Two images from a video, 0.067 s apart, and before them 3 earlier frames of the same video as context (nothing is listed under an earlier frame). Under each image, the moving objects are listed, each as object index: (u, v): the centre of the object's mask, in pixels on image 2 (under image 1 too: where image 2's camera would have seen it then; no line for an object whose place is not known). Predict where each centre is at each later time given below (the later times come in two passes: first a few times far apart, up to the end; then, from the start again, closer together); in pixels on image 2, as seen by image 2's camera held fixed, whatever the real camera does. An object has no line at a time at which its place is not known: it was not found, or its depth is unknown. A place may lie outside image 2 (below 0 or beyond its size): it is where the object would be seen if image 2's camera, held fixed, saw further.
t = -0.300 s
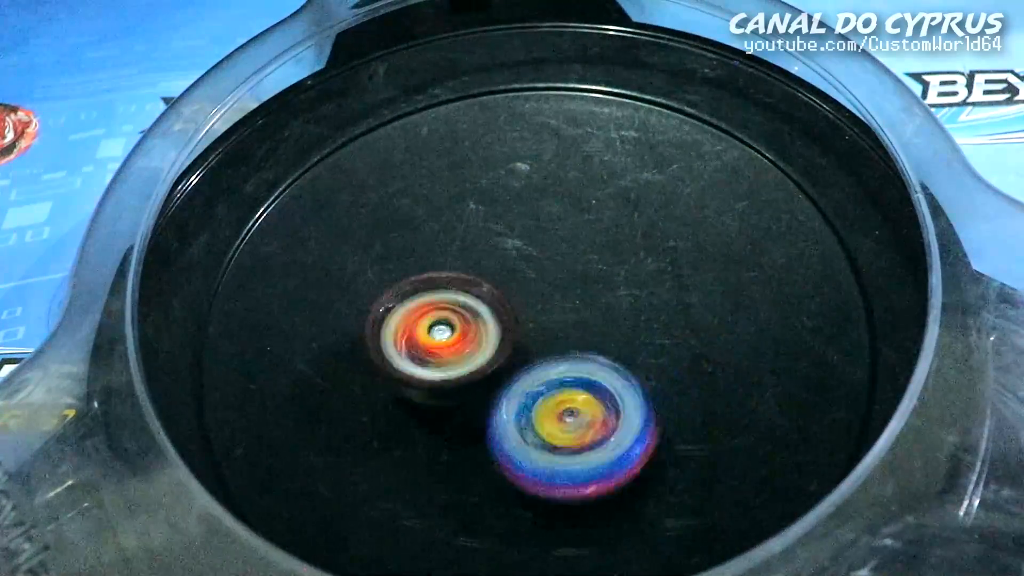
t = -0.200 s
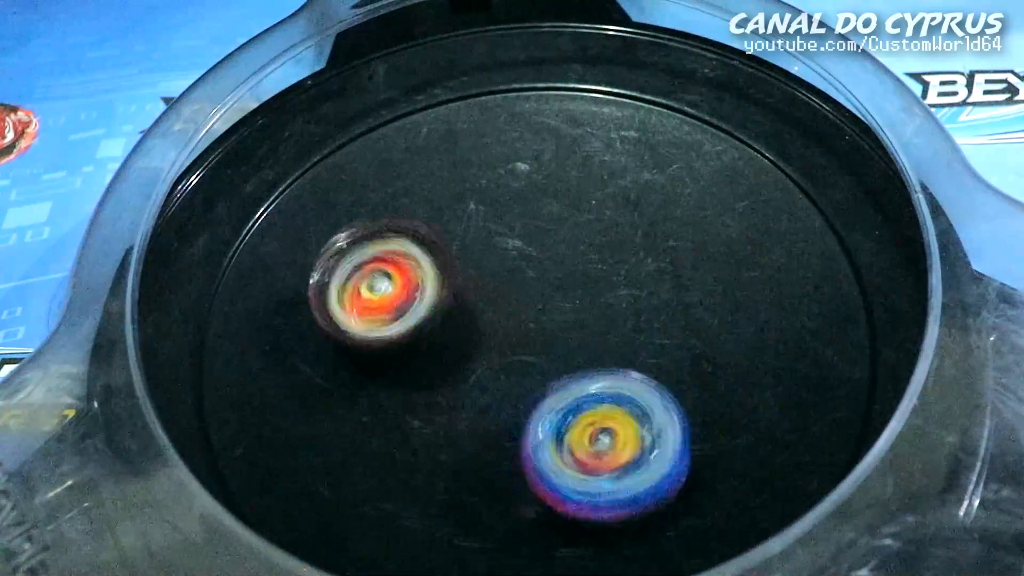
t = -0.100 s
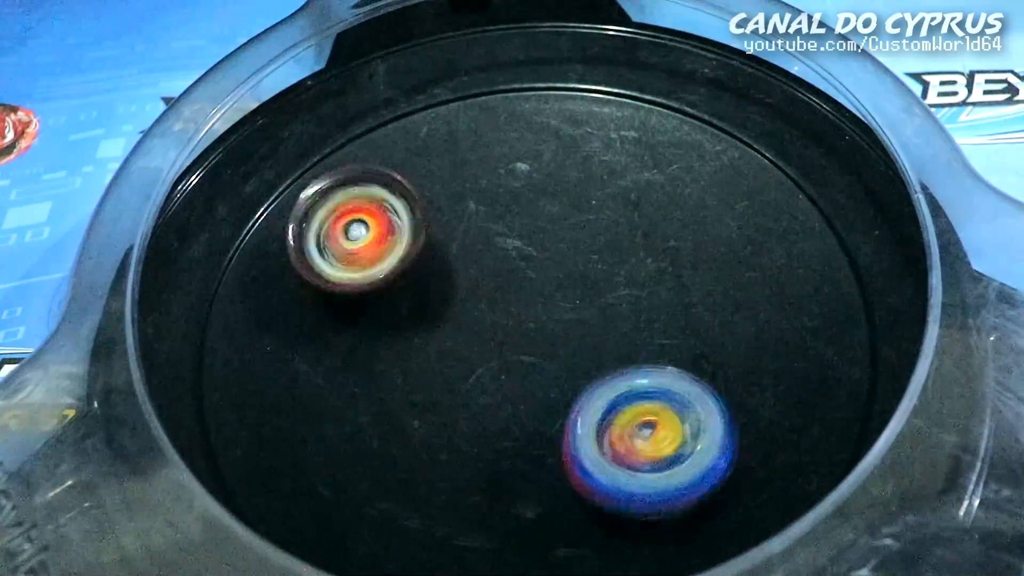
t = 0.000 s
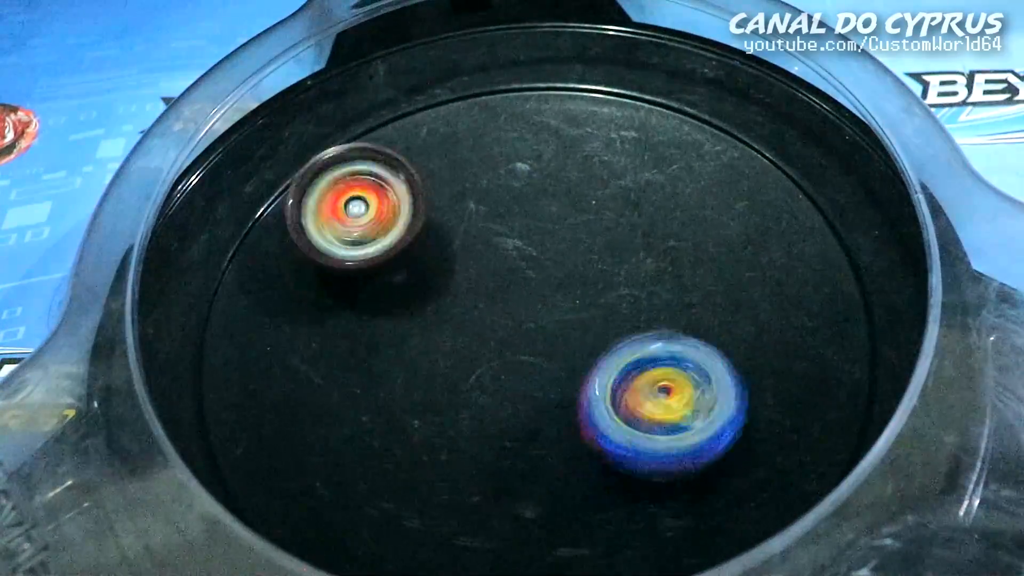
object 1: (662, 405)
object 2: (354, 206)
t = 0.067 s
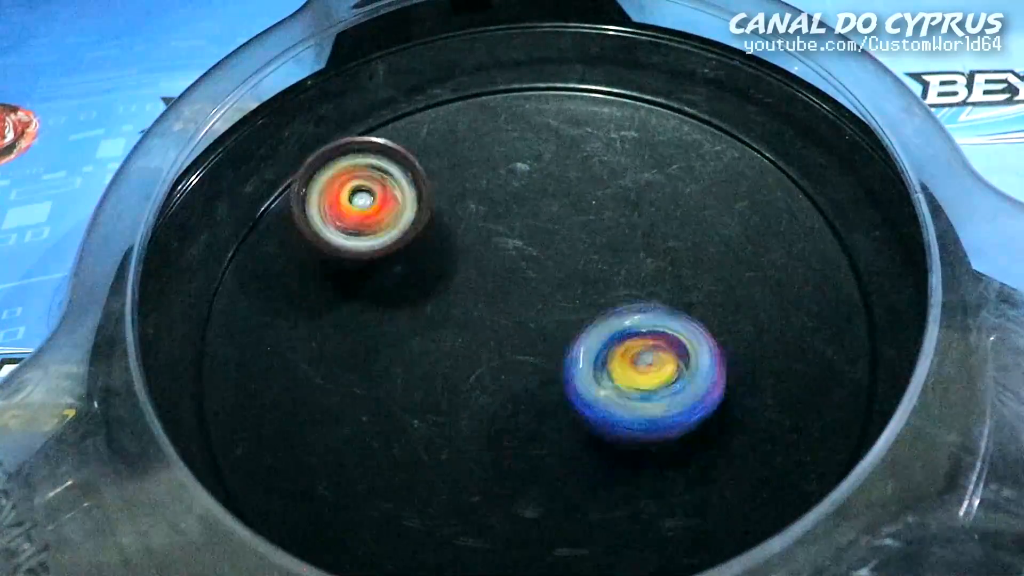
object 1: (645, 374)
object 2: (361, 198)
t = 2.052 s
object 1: (518, 324)
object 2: (683, 239)
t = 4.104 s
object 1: (538, 288)
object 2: (523, 405)
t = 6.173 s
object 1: (490, 272)
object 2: (569, 364)
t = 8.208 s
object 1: (474, 263)
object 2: (536, 361)
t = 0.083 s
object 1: (639, 369)
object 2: (362, 195)
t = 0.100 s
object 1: (632, 362)
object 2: (363, 194)
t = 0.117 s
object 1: (623, 355)
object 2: (365, 193)
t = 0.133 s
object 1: (614, 351)
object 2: (364, 192)
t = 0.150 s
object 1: (606, 346)
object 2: (365, 192)
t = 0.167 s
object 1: (595, 340)
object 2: (370, 192)
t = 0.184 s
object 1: (585, 337)
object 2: (372, 191)
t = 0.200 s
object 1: (577, 333)
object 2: (375, 192)
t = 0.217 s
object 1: (566, 327)
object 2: (376, 193)
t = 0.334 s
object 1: (496, 310)
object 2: (406, 199)
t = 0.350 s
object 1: (487, 310)
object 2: (413, 201)
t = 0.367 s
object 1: (482, 315)
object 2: (413, 200)
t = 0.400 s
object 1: (478, 331)
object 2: (411, 180)
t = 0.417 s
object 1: (475, 336)
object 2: (411, 175)
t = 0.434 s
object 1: (475, 343)
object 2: (412, 168)
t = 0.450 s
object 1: (473, 351)
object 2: (415, 165)
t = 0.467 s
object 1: (473, 356)
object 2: (418, 163)
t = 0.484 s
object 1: (475, 363)
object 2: (420, 161)
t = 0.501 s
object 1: (476, 371)
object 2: (427, 158)
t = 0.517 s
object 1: (479, 375)
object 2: (433, 156)
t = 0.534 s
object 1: (482, 380)
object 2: (439, 156)
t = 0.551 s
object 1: (486, 386)
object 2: (442, 155)
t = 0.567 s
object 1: (490, 389)
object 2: (446, 154)
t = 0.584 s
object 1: (495, 394)
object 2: (449, 153)
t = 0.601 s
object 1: (500, 398)
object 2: (452, 153)
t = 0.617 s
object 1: (506, 399)
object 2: (456, 152)
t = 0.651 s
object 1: (519, 402)
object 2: (464, 151)
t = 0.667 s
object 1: (526, 401)
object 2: (467, 150)
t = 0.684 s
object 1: (534, 402)
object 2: (471, 148)
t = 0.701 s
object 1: (540, 400)
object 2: (474, 150)
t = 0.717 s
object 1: (547, 396)
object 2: (477, 149)
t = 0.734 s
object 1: (554, 394)
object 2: (480, 148)
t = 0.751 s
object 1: (560, 389)
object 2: (484, 149)
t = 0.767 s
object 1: (565, 383)
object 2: (486, 147)
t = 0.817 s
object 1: (576, 366)
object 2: (495, 149)
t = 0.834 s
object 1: (579, 361)
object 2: (498, 149)
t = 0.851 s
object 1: (579, 355)
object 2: (502, 148)
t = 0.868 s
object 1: (578, 348)
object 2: (505, 149)
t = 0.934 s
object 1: (575, 322)
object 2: (517, 150)
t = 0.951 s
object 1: (570, 317)
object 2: (520, 150)
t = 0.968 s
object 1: (566, 312)
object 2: (527, 152)
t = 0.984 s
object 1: (564, 305)
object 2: (530, 153)
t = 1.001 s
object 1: (558, 301)
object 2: (535, 157)
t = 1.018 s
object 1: (554, 297)
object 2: (540, 158)
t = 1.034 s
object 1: (547, 290)
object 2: (545, 160)
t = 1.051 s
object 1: (541, 288)
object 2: (548, 161)
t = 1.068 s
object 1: (535, 287)
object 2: (550, 163)
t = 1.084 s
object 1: (528, 285)
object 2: (554, 163)
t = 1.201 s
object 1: (486, 295)
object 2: (576, 161)
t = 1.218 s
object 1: (479, 297)
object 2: (579, 160)
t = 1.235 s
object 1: (474, 300)
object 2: (582, 159)
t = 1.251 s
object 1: (473, 304)
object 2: (584, 161)
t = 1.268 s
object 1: (467, 309)
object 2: (588, 161)
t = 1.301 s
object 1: (463, 317)
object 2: (592, 161)
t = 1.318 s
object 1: (460, 323)
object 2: (597, 162)
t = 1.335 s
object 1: (460, 328)
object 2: (598, 162)
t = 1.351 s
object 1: (461, 332)
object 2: (601, 161)
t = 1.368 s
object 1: (464, 339)
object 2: (604, 165)
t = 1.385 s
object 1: (466, 343)
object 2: (606, 166)
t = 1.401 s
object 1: (471, 346)
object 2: (607, 168)
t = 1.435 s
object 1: (481, 353)
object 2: (612, 174)
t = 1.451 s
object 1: (485, 354)
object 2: (614, 174)
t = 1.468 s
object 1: (492, 355)
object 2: (618, 176)
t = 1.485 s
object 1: (499, 357)
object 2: (619, 179)
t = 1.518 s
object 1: (511, 356)
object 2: (624, 182)
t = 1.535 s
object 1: (519, 356)
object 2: (626, 184)
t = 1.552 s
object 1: (523, 355)
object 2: (626, 187)
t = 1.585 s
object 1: (539, 349)
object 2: (631, 194)
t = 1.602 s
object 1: (542, 348)
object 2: (632, 197)
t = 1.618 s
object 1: (546, 343)
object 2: (635, 203)
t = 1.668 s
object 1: (558, 334)
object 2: (643, 215)
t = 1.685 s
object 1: (560, 329)
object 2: (647, 220)
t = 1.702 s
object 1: (562, 327)
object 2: (648, 222)
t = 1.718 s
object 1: (560, 327)
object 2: (654, 222)
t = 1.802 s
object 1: (555, 322)
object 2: (673, 222)
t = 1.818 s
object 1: (556, 321)
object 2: (674, 222)
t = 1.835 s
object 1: (553, 320)
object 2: (675, 223)
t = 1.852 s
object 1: (552, 319)
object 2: (676, 223)
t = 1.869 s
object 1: (549, 317)
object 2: (676, 223)
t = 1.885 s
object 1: (546, 317)
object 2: (679, 224)
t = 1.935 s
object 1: (536, 316)
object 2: (682, 228)
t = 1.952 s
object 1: (530, 318)
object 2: (685, 230)
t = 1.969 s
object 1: (528, 317)
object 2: (687, 230)
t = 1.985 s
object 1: (526, 318)
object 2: (687, 230)
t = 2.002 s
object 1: (523, 319)
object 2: (686, 232)
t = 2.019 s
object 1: (519, 321)
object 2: (685, 233)
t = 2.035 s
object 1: (518, 323)
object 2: (684, 235)
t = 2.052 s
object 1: (518, 324)
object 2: (683, 239)
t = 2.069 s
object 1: (517, 326)
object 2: (685, 242)
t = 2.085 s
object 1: (515, 327)
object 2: (687, 242)
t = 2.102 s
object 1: (513, 327)
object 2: (688, 246)
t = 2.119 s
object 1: (516, 328)
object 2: (690, 249)
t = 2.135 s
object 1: (514, 331)
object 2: (691, 250)
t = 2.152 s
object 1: (515, 331)
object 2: (687, 252)
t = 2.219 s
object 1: (514, 333)
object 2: (675, 273)
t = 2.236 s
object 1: (514, 333)
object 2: (673, 278)
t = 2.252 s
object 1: (513, 335)
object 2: (668, 284)
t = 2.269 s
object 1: (513, 335)
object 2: (664, 291)
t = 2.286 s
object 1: (507, 335)
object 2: (664, 296)
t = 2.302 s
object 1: (508, 336)
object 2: (663, 299)
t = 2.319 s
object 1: (503, 338)
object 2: (665, 304)
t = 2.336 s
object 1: (501, 339)
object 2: (666, 308)
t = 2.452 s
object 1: (492, 342)
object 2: (671, 322)
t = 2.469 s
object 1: (493, 342)
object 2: (673, 323)
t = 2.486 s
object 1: (492, 341)
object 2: (673, 323)
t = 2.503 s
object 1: (493, 342)
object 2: (671, 325)
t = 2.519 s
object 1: (491, 344)
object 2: (670, 325)
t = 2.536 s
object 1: (492, 342)
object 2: (670, 326)
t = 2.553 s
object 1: (493, 342)
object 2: (668, 328)
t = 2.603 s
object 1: (492, 342)
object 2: (666, 332)
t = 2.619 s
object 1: (494, 342)
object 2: (666, 335)
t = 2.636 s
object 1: (495, 343)
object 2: (668, 336)
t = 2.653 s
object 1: (495, 342)
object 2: (670, 336)
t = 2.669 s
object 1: (497, 341)
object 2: (668, 337)
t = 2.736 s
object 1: (501, 336)
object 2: (656, 340)
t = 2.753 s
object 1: (503, 335)
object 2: (656, 342)
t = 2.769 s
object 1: (502, 334)
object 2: (662, 343)
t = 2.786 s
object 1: (501, 334)
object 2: (665, 343)
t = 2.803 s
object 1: (498, 334)
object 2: (666, 342)
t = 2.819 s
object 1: (498, 330)
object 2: (665, 341)
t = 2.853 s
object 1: (498, 330)
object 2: (654, 342)
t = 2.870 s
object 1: (496, 330)
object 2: (648, 345)
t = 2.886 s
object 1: (497, 325)
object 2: (647, 346)
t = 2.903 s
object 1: (496, 325)
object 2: (643, 348)
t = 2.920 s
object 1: (495, 324)
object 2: (644, 350)
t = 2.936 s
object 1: (495, 322)
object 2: (644, 351)
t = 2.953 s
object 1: (495, 320)
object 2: (643, 352)
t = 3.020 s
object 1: (496, 316)
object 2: (642, 356)
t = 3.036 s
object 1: (497, 315)
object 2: (641, 357)
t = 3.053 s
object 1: (496, 313)
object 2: (640, 357)
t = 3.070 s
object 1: (496, 312)
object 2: (635, 356)
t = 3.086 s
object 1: (495, 308)
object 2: (630, 359)
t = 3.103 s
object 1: (497, 307)
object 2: (627, 361)
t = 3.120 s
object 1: (497, 307)
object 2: (625, 364)
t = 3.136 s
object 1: (497, 307)
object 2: (622, 364)
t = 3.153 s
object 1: (496, 305)
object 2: (618, 367)
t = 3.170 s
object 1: (498, 303)
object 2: (617, 369)
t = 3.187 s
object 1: (497, 303)
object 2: (615, 370)
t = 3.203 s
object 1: (498, 301)
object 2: (613, 376)
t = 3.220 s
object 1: (500, 301)
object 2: (611, 380)
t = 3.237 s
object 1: (502, 299)
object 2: (612, 382)
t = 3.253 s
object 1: (503, 299)
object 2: (608, 384)
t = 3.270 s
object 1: (503, 298)
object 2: (605, 386)
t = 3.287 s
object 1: (505, 297)
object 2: (604, 390)
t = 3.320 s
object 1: (508, 296)
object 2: (604, 394)
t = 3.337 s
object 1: (510, 294)
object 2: (605, 396)
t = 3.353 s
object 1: (511, 293)
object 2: (605, 396)
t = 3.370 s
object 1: (513, 291)
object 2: (605, 396)
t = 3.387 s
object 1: (514, 292)
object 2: (603, 395)
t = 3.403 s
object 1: (515, 292)
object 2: (600, 394)
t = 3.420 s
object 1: (518, 290)
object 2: (596, 394)
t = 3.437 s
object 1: (519, 289)
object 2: (593, 395)
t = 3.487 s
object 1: (525, 289)
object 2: (583, 399)
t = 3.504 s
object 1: (527, 288)
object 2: (581, 398)
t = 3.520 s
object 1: (529, 288)
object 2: (581, 399)
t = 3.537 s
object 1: (530, 289)
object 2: (581, 399)
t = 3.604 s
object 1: (537, 284)
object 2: (572, 397)
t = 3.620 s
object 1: (537, 283)
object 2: (569, 395)
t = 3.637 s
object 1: (538, 282)
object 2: (564, 397)
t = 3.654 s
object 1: (540, 281)
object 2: (563, 399)
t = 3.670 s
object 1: (543, 281)
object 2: (564, 395)
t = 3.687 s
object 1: (542, 280)
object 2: (559, 392)
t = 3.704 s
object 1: (544, 280)
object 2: (559, 394)
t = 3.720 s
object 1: (546, 279)
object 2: (558, 396)
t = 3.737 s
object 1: (549, 278)
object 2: (561, 399)
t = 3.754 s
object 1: (550, 279)
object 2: (560, 399)
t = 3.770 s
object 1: (549, 278)
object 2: (554, 399)
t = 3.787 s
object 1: (550, 277)
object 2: (552, 399)
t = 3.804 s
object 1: (549, 276)
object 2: (550, 401)
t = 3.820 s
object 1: (551, 276)
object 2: (548, 403)
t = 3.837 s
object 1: (549, 277)
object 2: (549, 405)
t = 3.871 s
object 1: (548, 275)
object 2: (552, 403)
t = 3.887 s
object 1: (549, 275)
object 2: (549, 401)
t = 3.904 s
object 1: (547, 277)
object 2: (546, 400)
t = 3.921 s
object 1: (545, 276)
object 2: (544, 407)
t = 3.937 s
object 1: (546, 277)
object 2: (542, 407)
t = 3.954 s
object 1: (542, 277)
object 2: (538, 406)
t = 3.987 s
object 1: (543, 281)
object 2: (533, 408)
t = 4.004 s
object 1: (541, 280)
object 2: (531, 407)
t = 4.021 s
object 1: (541, 282)
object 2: (528, 408)
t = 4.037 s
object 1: (542, 282)
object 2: (528, 409)
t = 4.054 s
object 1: (542, 283)
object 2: (527, 408)
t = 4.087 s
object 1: (539, 287)
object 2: (525, 406)
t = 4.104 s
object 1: (538, 288)
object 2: (523, 405)
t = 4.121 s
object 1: (540, 289)
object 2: (523, 408)
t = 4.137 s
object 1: (541, 290)
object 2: (525, 411)
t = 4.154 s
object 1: (538, 291)
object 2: (528, 412)
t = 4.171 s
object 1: (540, 291)
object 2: (531, 411)
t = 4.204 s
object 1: (542, 290)
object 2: (534, 407)
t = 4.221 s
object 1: (543, 291)
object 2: (533, 407)
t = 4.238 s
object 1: (542, 289)
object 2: (535, 412)
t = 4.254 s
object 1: (543, 288)
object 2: (538, 413)
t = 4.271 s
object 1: (540, 286)
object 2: (542, 412)
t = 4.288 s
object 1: (542, 283)
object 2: (543, 414)
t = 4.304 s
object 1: (542, 283)
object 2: (544, 413)
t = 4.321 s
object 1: (540, 281)
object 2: (542, 412)
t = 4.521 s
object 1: (528, 265)
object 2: (517, 385)
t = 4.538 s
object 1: (529, 263)
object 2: (518, 381)
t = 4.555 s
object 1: (529, 263)
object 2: (519, 381)
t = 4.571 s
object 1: (527, 262)
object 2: (521, 383)
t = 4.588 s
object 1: (526, 261)
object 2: (528, 383)
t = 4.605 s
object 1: (523, 259)
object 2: (533, 381)
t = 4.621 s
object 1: (524, 256)
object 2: (537, 378)
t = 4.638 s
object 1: (525, 257)
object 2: (538, 376)
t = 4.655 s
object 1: (523, 256)
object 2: (537, 372)
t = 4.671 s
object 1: (521, 255)
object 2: (535, 368)
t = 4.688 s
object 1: (518, 253)
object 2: (531, 370)
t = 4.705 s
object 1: (521, 251)
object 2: (528, 371)
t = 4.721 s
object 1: (523, 251)
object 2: (526, 375)
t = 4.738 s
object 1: (522, 251)
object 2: (527, 376)
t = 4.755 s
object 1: (521, 251)
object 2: (531, 377)
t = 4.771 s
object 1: (516, 251)
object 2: (533, 376)
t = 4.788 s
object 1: (517, 249)
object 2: (534, 376)
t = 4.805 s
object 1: (518, 249)
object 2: (536, 374)
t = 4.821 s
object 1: (520, 251)
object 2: (534, 373)
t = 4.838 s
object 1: (519, 252)
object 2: (532, 371)
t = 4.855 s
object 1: (515, 252)
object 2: (528, 370)
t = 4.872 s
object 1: (515, 249)
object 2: (527, 372)
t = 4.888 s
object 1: (517, 248)
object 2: (526, 374)
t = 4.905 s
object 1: (520, 249)
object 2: (527, 374)
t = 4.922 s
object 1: (521, 251)
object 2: (527, 376)
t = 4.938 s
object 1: (518, 252)
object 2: (528, 376)
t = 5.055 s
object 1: (517, 252)
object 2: (535, 377)
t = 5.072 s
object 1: (520, 252)
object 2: (542, 381)
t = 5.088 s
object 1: (523, 254)
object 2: (549, 383)
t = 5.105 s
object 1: (522, 256)
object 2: (554, 384)
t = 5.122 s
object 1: (518, 258)
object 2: (558, 382)
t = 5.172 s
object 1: (518, 258)
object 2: (557, 381)
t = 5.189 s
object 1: (519, 259)
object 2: (557, 381)
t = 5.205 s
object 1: (518, 262)
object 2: (558, 381)
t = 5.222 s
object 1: (515, 263)
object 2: (558, 380)
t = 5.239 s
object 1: (515, 261)
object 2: (561, 383)
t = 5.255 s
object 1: (516, 260)
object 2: (561, 384)
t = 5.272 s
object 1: (520, 261)
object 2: (566, 384)
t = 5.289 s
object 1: (522, 263)
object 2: (566, 383)
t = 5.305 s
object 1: (519, 267)
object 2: (567, 382)
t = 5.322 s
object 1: (516, 269)
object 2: (568, 381)
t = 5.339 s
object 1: (513, 268)
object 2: (567, 380)
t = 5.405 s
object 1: (515, 268)
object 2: (567, 377)
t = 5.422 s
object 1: (513, 270)
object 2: (570, 376)
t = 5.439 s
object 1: (513, 269)
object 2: (573, 377)
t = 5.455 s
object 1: (514, 269)
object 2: (573, 377)
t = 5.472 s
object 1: (515, 269)
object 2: (575, 376)
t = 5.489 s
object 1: (514, 267)
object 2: (579, 379)
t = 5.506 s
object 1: (515, 264)
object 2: (584, 380)
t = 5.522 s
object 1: (513, 262)
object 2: (588, 380)
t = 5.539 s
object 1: (512, 260)
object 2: (590, 380)
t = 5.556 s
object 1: (512, 259)
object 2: (591, 380)
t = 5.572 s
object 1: (508, 259)
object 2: (593, 378)
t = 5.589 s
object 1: (505, 257)
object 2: (593, 377)
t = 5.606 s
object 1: (503, 255)
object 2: (593, 373)
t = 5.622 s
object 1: (501, 251)
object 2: (592, 369)
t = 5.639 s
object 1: (502, 247)
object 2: (593, 367)
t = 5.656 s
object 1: (504, 245)
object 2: (595, 363)
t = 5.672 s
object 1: (503, 246)
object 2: (596, 361)
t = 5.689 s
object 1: (502, 247)
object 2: (594, 359)
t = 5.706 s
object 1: (501, 247)
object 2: (589, 357)
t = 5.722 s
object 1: (498, 246)
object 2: (586, 353)
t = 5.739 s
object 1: (499, 243)
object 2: (584, 349)
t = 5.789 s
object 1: (502, 242)
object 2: (576, 336)
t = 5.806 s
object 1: (500, 243)
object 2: (575, 334)
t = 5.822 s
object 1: (498, 244)
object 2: (577, 336)
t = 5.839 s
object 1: (498, 244)
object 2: (585, 339)
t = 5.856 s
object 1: (500, 241)
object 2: (592, 340)
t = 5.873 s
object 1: (502, 241)
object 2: (595, 339)
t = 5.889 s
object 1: (503, 242)
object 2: (593, 340)
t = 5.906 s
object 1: (504, 245)
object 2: (591, 342)
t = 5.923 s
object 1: (500, 248)
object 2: (588, 341)
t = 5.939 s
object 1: (497, 251)
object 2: (584, 341)
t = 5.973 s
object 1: (492, 252)
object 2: (576, 344)
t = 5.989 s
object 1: (492, 251)
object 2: (572, 346)
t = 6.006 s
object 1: (494, 249)
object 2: (569, 349)
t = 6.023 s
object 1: (497, 250)
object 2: (567, 351)
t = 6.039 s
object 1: (498, 253)
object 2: (564, 353)
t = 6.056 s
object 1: (498, 256)
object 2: (564, 355)
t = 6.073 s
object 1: (496, 259)
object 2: (560, 359)
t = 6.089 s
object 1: (493, 264)
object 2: (562, 364)
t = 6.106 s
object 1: (491, 267)
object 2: (565, 367)
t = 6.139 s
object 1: (491, 269)
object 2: (570, 364)
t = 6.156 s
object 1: (489, 270)
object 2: (568, 361)
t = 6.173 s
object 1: (490, 272)
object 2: (569, 364)
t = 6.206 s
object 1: (491, 265)
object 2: (578, 377)
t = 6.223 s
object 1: (494, 265)
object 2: (581, 381)
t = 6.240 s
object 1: (497, 267)
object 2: (583, 384)
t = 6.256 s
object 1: (500, 269)
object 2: (583, 386)
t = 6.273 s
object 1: (501, 271)
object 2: (582, 388)
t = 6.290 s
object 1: (500, 274)
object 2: (583, 391)
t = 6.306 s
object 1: (497, 276)
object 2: (582, 394)
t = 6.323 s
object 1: (493, 279)
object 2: (582, 395)
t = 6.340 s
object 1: (488, 278)
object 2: (583, 396)
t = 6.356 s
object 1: (485, 275)
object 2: (583, 396)
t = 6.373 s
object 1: (485, 270)
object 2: (584, 395)
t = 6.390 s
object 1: (485, 267)
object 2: (581, 396)
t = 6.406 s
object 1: (488, 264)
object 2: (579, 395)
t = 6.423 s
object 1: (495, 264)
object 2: (577, 393)
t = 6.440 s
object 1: (499, 267)
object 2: (575, 392)
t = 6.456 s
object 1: (499, 270)
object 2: (574, 390)
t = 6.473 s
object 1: (498, 274)
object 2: (570, 388)
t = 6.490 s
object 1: (496, 276)
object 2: (569, 387)
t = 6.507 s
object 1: (492, 277)
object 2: (565, 383)
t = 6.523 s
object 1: (490, 277)
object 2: (563, 379)
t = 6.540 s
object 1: (487, 276)
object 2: (560, 376)
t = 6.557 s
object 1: (485, 275)
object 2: (557, 374)
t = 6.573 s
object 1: (485, 275)
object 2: (552, 373)
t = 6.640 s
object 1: (492, 266)
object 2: (544, 367)
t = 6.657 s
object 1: (493, 265)
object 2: (543, 367)
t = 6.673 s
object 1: (496, 265)
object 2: (546, 377)
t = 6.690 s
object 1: (497, 262)
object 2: (546, 379)
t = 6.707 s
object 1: (497, 261)
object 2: (542, 384)
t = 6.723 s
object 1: (498, 261)
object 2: (532, 391)
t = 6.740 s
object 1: (499, 262)
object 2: (528, 394)
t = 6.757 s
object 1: (499, 262)
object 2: (525, 398)
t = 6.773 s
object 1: (500, 262)
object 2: (524, 403)
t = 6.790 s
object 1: (499, 264)
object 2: (526, 406)
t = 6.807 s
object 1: (500, 267)
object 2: (526, 409)
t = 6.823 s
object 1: (501, 270)
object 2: (526, 412)
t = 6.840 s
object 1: (499, 273)
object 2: (528, 414)
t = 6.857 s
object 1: (497, 274)
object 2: (530, 416)
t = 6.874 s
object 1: (494, 274)
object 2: (531, 416)
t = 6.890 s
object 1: (492, 273)
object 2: (532, 418)
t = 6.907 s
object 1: (491, 273)
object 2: (531, 417)
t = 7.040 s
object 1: (485, 274)
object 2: (553, 385)
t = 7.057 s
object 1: (486, 276)
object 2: (557, 380)
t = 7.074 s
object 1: (486, 276)
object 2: (561, 375)
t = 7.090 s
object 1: (484, 273)
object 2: (566, 373)
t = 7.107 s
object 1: (484, 270)
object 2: (571, 373)
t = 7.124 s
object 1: (484, 268)
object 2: (572, 372)
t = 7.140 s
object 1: (484, 266)
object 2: (572, 371)
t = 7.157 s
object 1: (486, 265)
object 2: (570, 369)
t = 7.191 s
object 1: (489, 263)
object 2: (559, 365)
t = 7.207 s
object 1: (490, 261)
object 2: (555, 363)
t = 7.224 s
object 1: (490, 260)
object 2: (554, 361)
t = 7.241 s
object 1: (490, 259)
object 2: (551, 359)
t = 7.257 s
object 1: (491, 258)
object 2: (548, 357)
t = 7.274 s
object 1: (490, 257)
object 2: (544, 353)
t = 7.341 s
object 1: (486, 256)
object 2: (543, 349)
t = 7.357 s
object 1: (485, 256)
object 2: (542, 349)
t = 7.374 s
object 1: (483, 256)
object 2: (543, 348)
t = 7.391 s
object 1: (483, 256)
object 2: (542, 348)
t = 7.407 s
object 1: (481, 257)
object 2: (542, 348)
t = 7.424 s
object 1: (480, 258)
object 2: (543, 348)
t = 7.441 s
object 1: (477, 259)
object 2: (543, 348)
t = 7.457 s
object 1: (474, 261)
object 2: (539, 350)
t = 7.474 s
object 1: (472, 262)
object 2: (538, 352)
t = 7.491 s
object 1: (472, 262)
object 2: (538, 353)
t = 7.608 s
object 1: (474, 263)
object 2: (537, 359)
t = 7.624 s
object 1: (474, 263)
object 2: (537, 359)
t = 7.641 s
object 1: (474, 263)
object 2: (537, 360)
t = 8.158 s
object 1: (474, 263)
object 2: (536, 360)
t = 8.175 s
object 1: (474, 263)
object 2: (537, 361)
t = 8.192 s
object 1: (474, 263)
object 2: (536, 361)
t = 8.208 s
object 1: (474, 263)
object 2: (536, 361)
